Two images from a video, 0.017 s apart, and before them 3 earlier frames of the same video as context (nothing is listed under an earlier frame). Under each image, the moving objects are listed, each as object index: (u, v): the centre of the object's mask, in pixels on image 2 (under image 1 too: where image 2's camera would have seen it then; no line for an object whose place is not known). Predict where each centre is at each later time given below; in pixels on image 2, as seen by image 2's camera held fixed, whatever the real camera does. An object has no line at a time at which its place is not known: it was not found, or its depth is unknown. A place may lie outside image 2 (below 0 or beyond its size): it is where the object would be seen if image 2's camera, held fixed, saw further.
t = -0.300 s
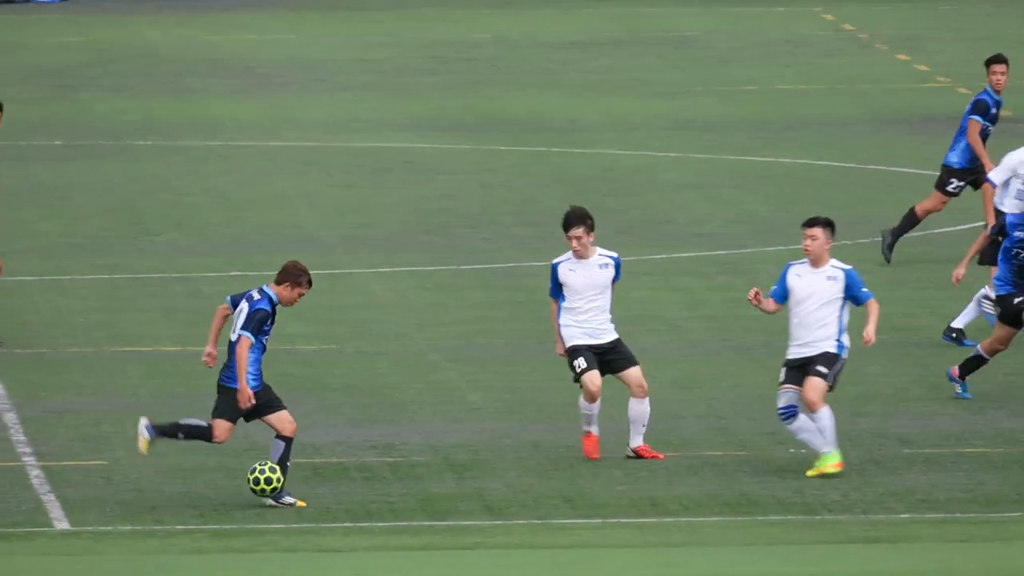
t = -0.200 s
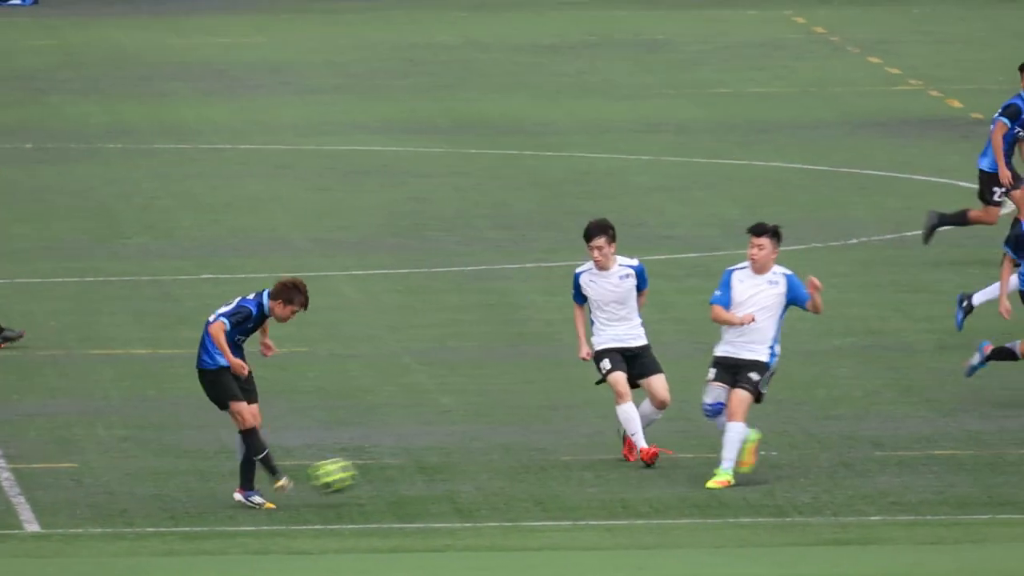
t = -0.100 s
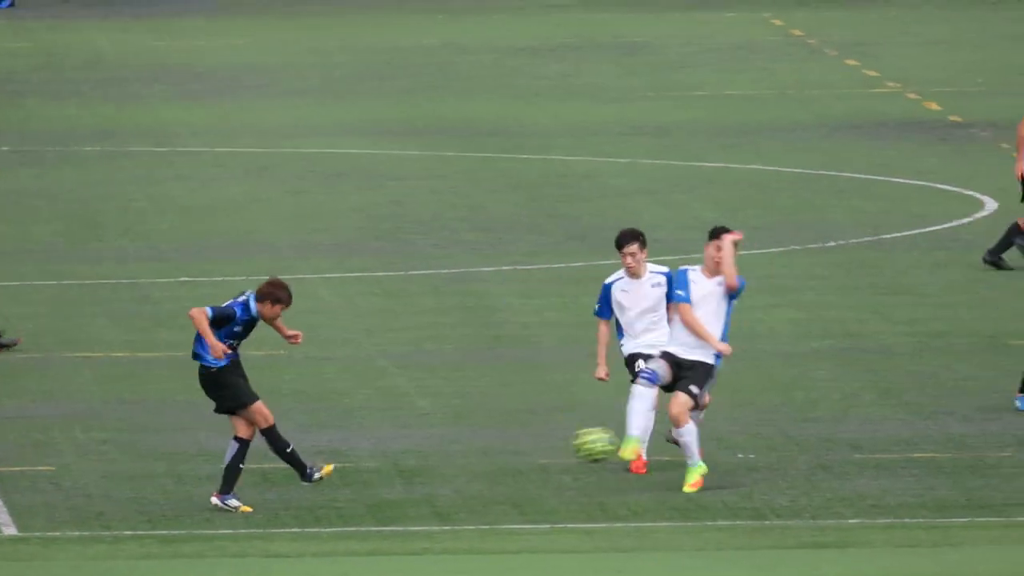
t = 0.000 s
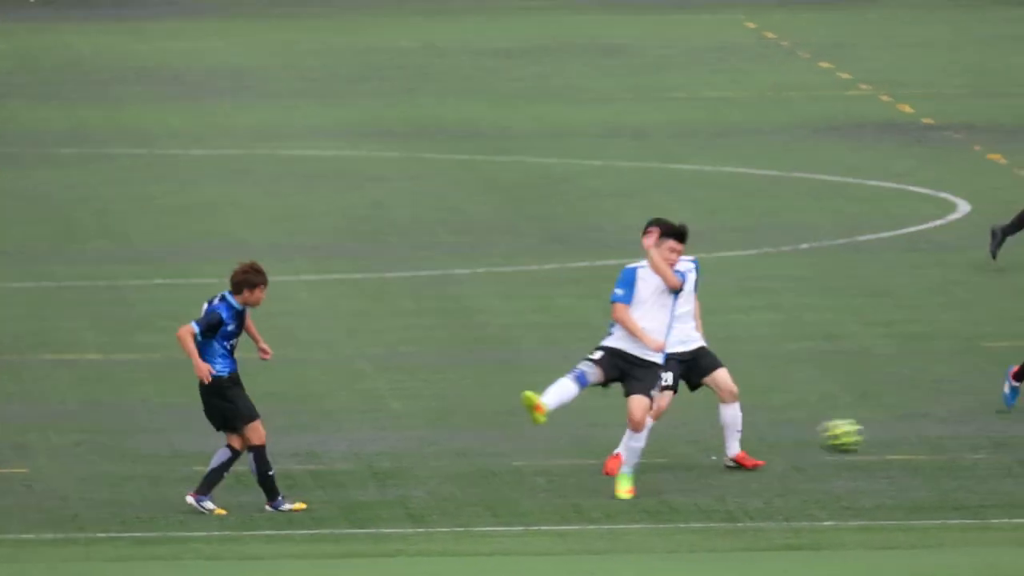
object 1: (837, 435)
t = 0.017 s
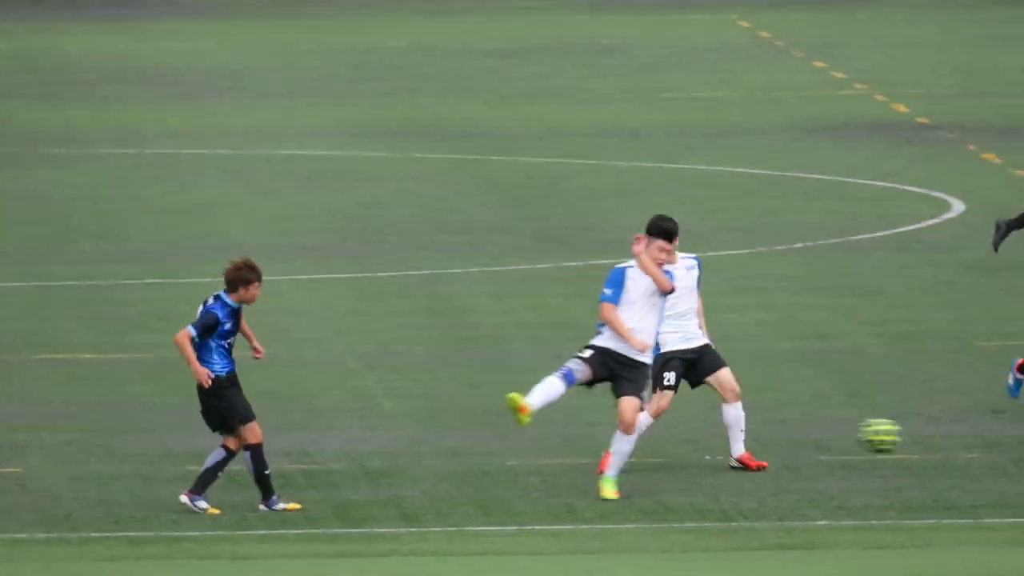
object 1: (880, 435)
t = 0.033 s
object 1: (921, 435)
